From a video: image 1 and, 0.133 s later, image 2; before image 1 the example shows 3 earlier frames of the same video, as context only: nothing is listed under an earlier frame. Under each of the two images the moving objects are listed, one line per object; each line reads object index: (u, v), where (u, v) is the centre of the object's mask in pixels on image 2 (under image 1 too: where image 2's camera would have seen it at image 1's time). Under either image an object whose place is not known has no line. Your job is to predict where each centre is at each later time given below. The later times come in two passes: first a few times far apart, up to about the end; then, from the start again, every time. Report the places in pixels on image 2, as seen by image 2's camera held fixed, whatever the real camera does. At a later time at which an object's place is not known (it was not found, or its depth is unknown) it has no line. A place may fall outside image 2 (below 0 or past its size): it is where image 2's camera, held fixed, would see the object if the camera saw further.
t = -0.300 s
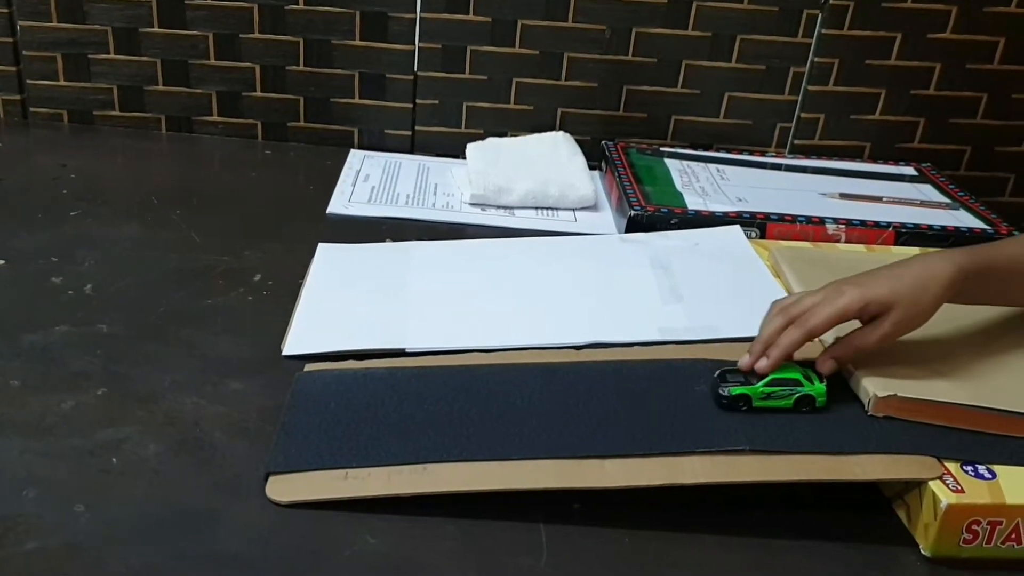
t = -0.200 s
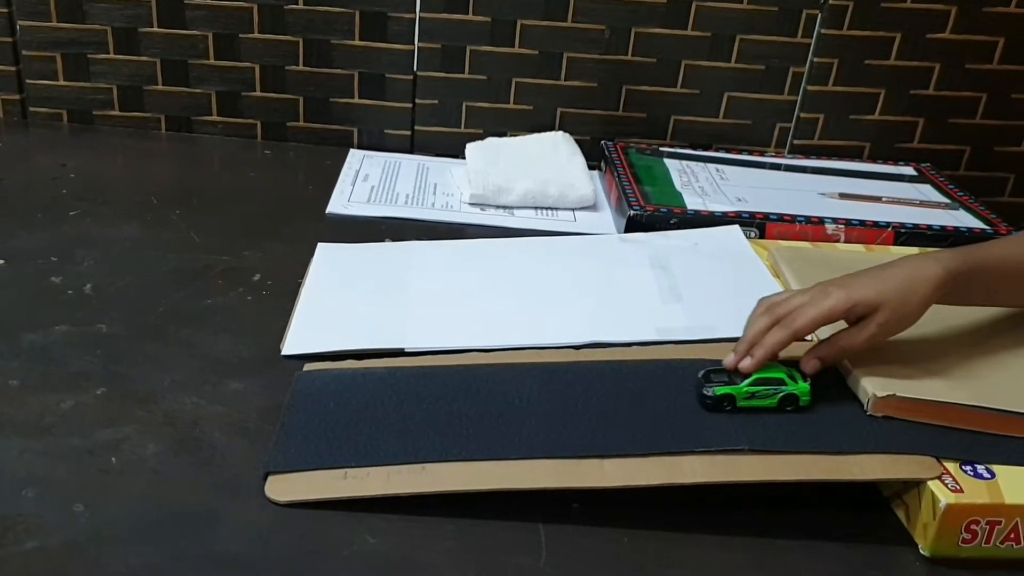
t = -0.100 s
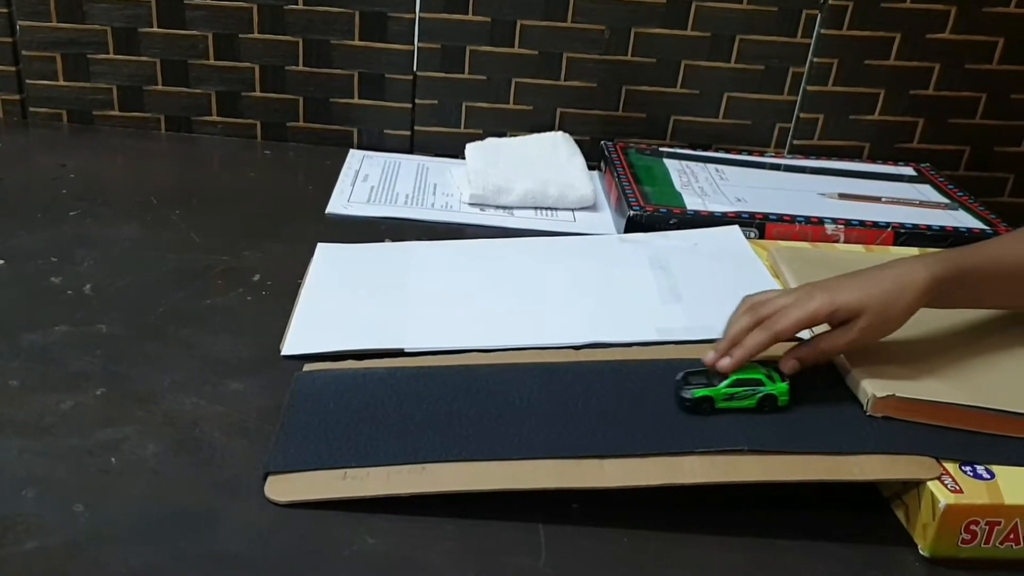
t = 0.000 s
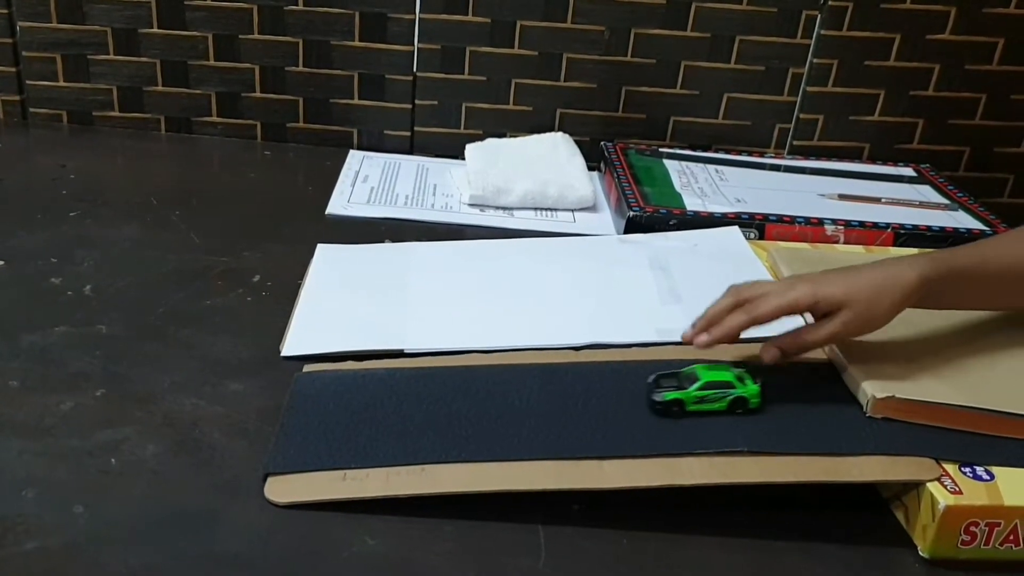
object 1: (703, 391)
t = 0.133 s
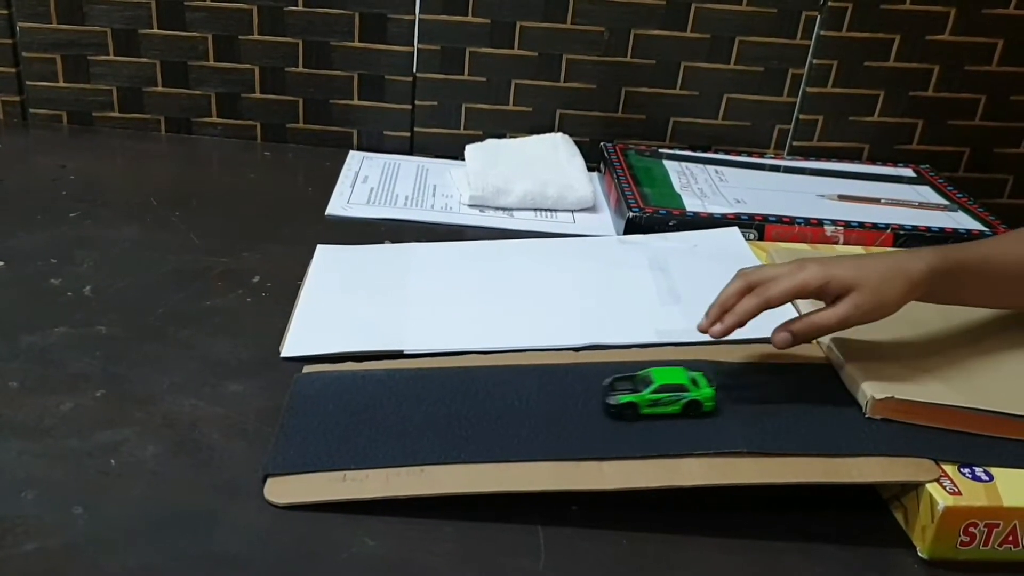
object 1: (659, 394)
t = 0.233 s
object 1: (616, 395)
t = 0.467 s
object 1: (492, 403)
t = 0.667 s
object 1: (349, 408)
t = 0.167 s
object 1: (645, 394)
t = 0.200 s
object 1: (631, 395)
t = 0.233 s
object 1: (616, 395)
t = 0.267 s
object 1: (601, 396)
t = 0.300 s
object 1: (585, 397)
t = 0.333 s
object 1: (568, 398)
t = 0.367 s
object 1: (550, 399)
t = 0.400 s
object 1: (531, 401)
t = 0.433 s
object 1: (512, 402)
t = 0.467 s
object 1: (492, 403)
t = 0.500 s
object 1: (471, 404)
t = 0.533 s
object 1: (448, 405)
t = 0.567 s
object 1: (425, 406)
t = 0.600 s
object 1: (401, 406)
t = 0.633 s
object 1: (375, 407)
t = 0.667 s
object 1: (349, 408)
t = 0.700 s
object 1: (320, 410)
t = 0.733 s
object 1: (292, 412)
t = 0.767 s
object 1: (263, 412)
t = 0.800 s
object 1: (232, 413)
